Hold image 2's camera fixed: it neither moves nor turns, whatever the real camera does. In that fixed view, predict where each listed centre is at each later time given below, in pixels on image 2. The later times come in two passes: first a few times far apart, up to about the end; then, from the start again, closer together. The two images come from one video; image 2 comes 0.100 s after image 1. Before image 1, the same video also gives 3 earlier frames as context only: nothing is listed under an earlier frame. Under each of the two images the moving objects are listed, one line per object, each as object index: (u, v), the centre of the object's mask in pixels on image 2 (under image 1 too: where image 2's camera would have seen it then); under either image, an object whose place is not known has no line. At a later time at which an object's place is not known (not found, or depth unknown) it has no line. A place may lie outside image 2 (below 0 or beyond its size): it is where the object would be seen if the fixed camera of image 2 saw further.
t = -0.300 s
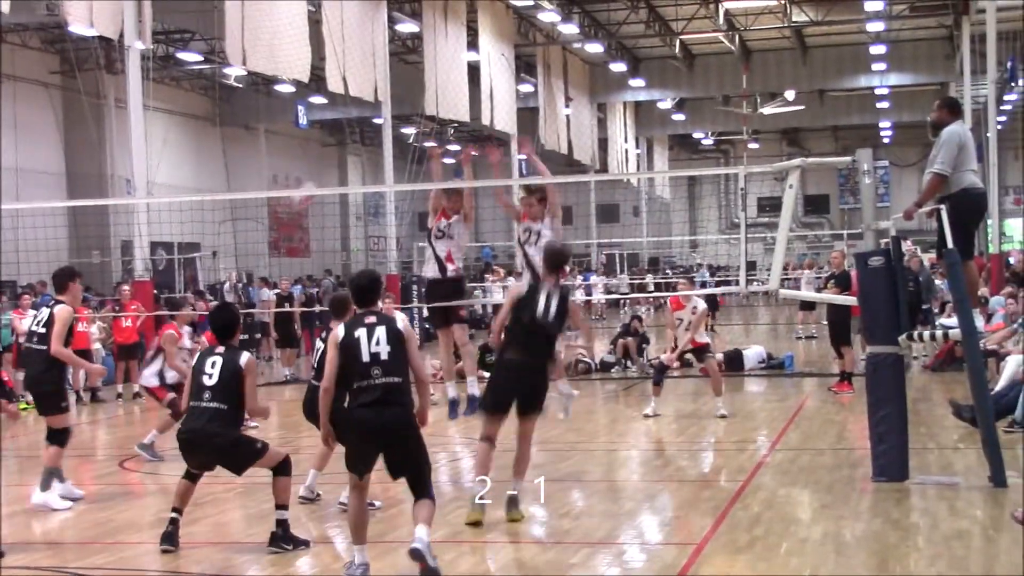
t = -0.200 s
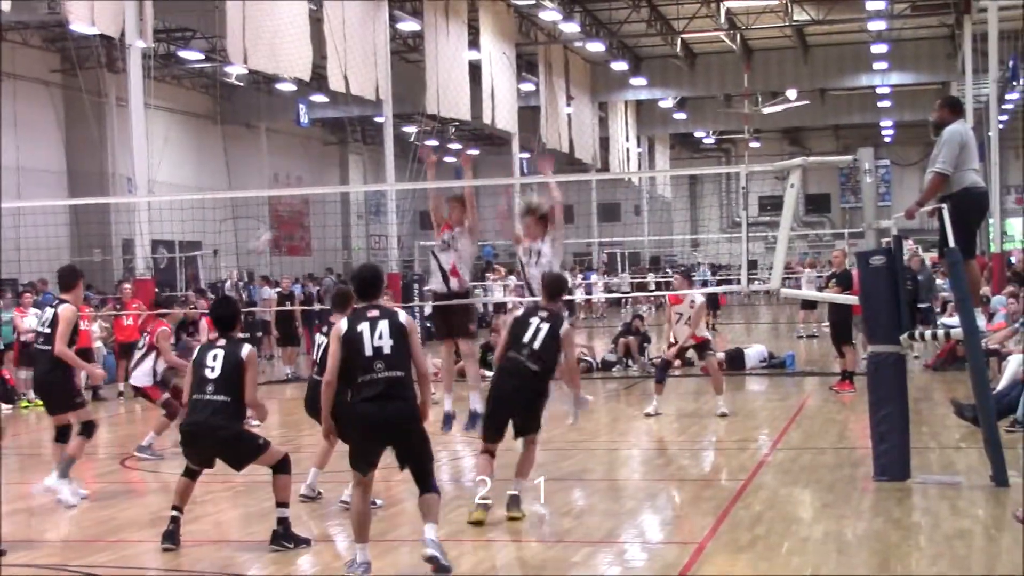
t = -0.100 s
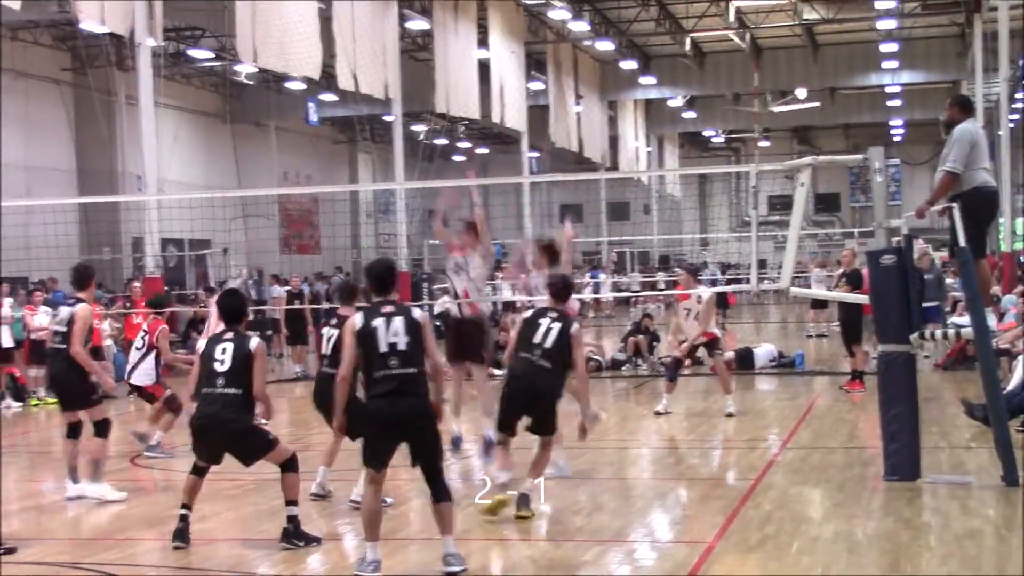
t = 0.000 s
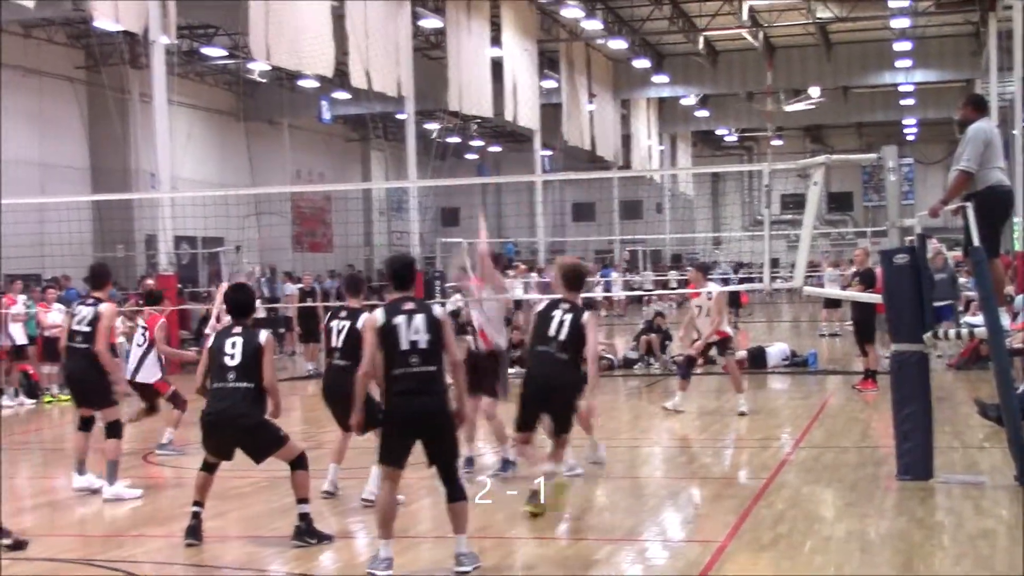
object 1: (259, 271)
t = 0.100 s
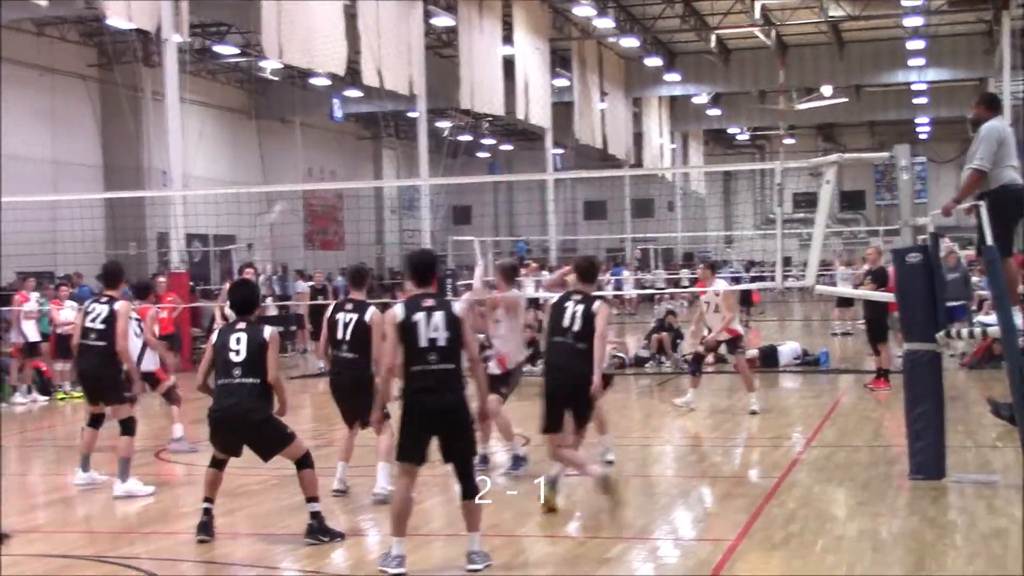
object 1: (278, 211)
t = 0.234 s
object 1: (309, 148)
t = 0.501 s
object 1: (376, 63)
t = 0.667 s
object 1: (419, 40)
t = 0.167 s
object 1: (294, 176)
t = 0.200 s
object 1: (301, 161)
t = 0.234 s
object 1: (309, 148)
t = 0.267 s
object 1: (318, 132)
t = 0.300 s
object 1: (325, 120)
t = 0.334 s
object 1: (331, 109)
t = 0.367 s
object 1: (341, 97)
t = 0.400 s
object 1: (350, 85)
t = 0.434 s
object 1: (359, 79)
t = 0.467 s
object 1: (368, 71)
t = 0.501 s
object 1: (376, 63)
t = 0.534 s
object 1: (385, 56)
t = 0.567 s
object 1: (393, 51)
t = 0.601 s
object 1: (401, 46)
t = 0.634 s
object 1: (410, 43)
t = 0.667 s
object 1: (419, 40)
